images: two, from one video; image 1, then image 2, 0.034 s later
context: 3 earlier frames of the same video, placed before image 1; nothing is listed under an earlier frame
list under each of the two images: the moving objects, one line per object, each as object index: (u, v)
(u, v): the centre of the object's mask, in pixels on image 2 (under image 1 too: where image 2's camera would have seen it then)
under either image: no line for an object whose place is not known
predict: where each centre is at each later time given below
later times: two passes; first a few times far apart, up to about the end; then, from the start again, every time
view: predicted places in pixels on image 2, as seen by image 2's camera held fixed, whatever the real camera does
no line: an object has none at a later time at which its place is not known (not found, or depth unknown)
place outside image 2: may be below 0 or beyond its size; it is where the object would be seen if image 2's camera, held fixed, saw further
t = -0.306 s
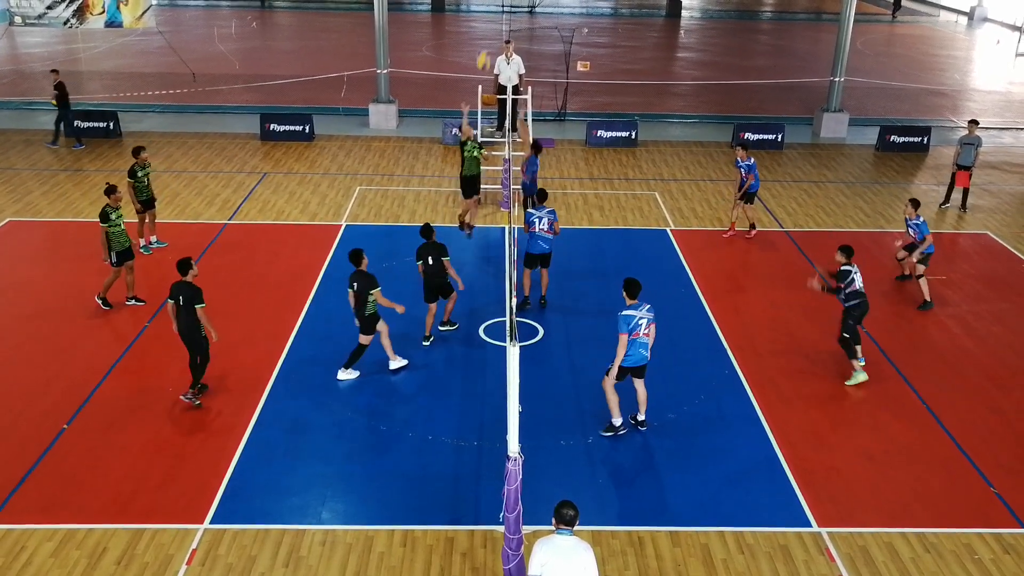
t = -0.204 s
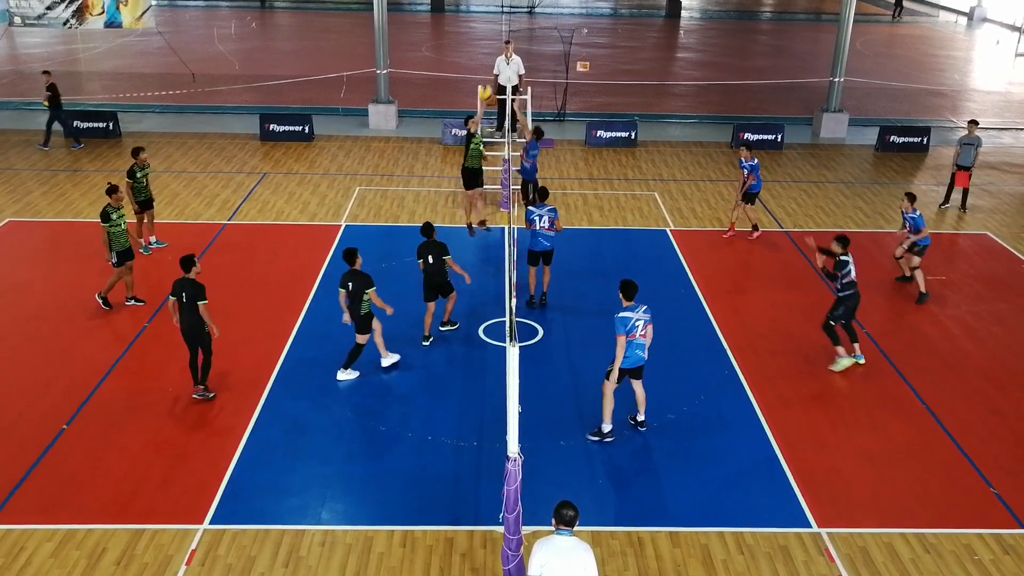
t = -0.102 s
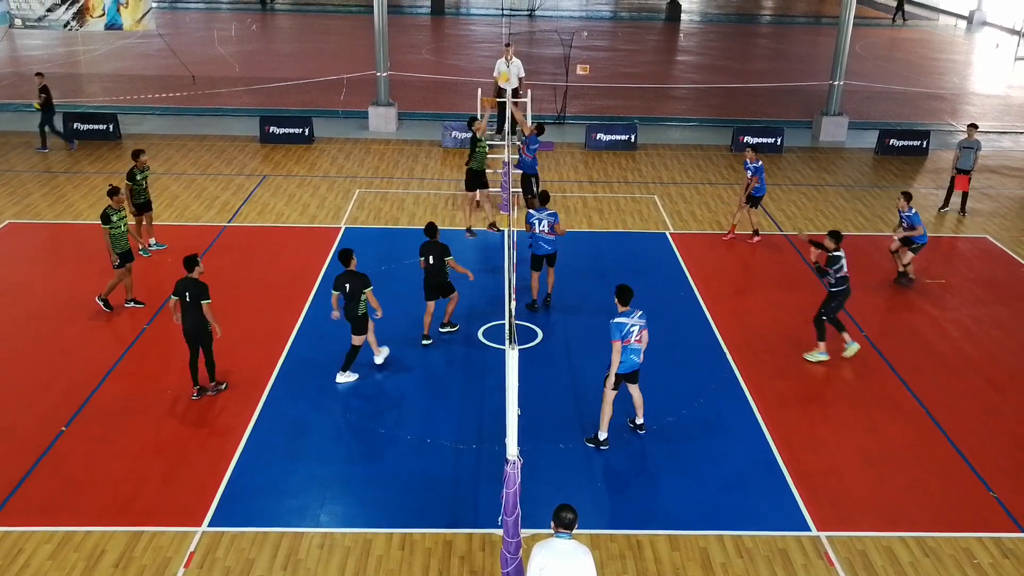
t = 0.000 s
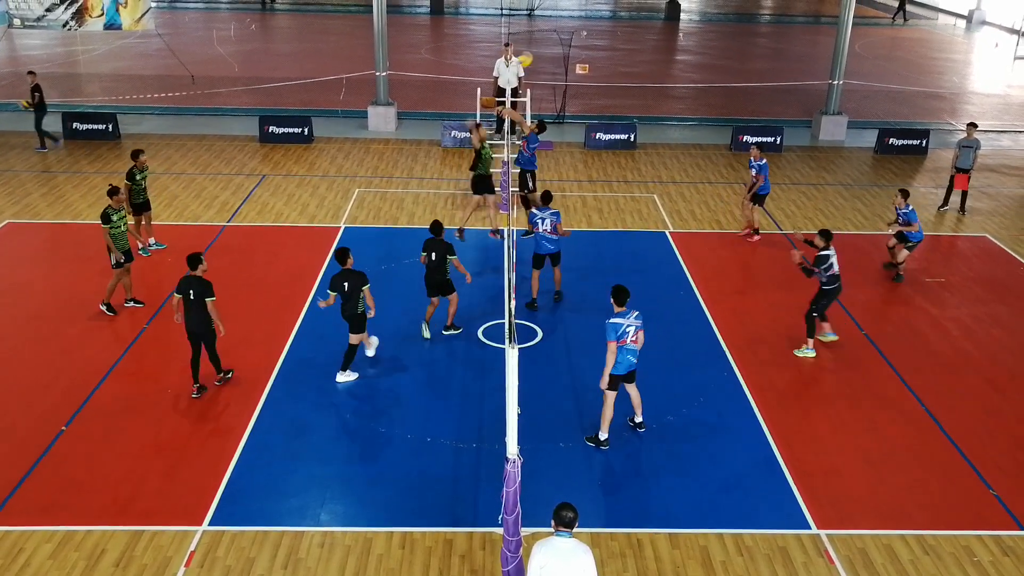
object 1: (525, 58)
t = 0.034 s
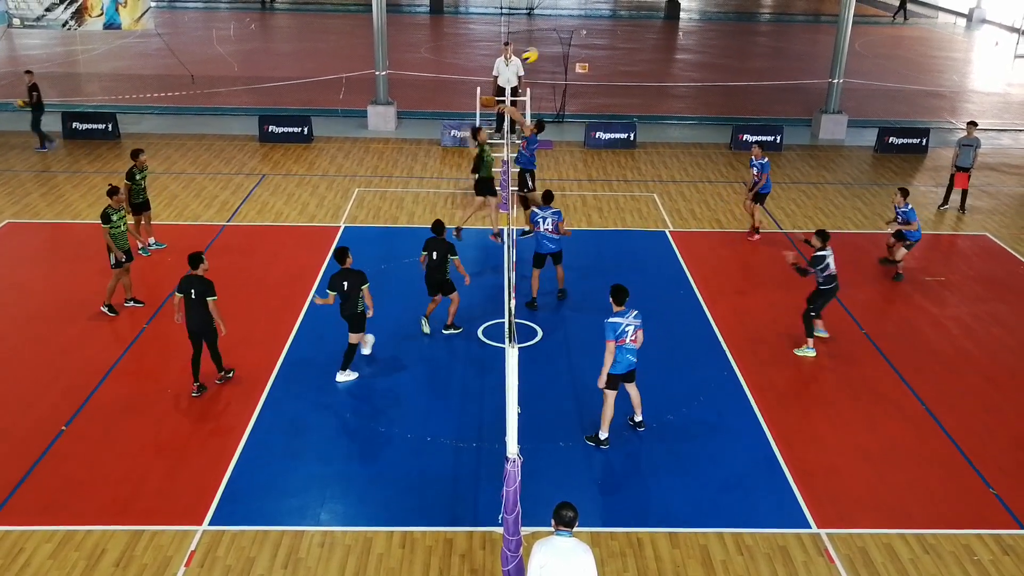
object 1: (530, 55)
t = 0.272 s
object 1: (575, 50)
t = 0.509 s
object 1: (614, 80)
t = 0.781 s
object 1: (655, 150)
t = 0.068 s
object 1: (537, 52)
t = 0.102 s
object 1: (543, 49)
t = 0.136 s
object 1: (549, 48)
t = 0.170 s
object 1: (556, 47)
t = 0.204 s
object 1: (562, 47)
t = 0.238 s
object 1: (568, 48)
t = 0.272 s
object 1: (575, 50)
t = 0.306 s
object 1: (581, 51)
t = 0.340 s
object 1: (586, 54)
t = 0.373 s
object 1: (591, 57)
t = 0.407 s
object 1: (596, 62)
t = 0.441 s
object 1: (602, 67)
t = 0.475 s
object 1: (609, 73)
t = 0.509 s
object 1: (614, 80)
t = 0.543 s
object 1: (620, 87)
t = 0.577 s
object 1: (625, 94)
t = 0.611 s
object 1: (630, 102)
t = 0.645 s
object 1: (635, 110)
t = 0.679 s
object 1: (640, 119)
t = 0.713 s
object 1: (646, 130)
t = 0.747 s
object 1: (651, 139)
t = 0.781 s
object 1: (655, 150)
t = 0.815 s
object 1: (660, 161)
